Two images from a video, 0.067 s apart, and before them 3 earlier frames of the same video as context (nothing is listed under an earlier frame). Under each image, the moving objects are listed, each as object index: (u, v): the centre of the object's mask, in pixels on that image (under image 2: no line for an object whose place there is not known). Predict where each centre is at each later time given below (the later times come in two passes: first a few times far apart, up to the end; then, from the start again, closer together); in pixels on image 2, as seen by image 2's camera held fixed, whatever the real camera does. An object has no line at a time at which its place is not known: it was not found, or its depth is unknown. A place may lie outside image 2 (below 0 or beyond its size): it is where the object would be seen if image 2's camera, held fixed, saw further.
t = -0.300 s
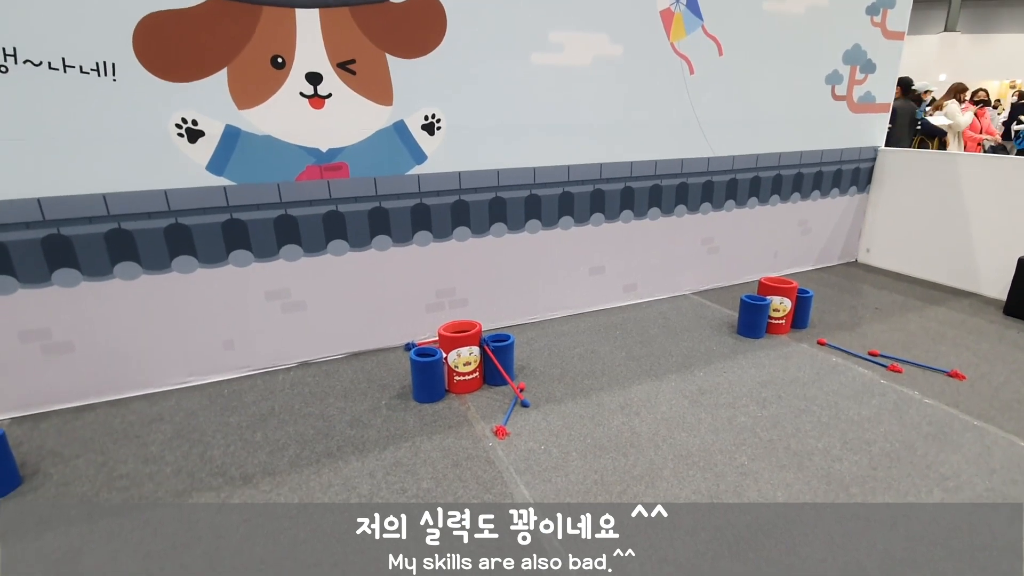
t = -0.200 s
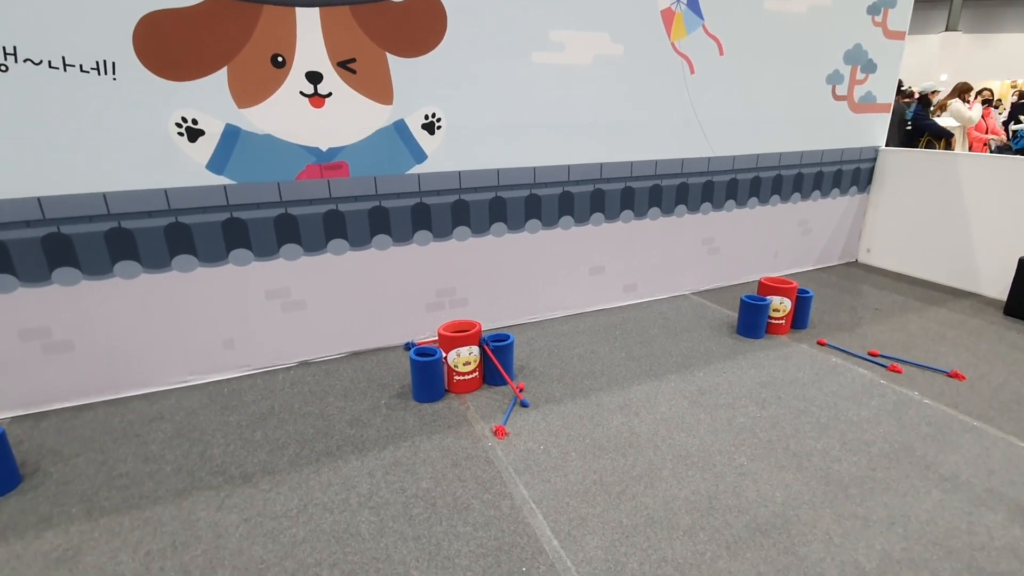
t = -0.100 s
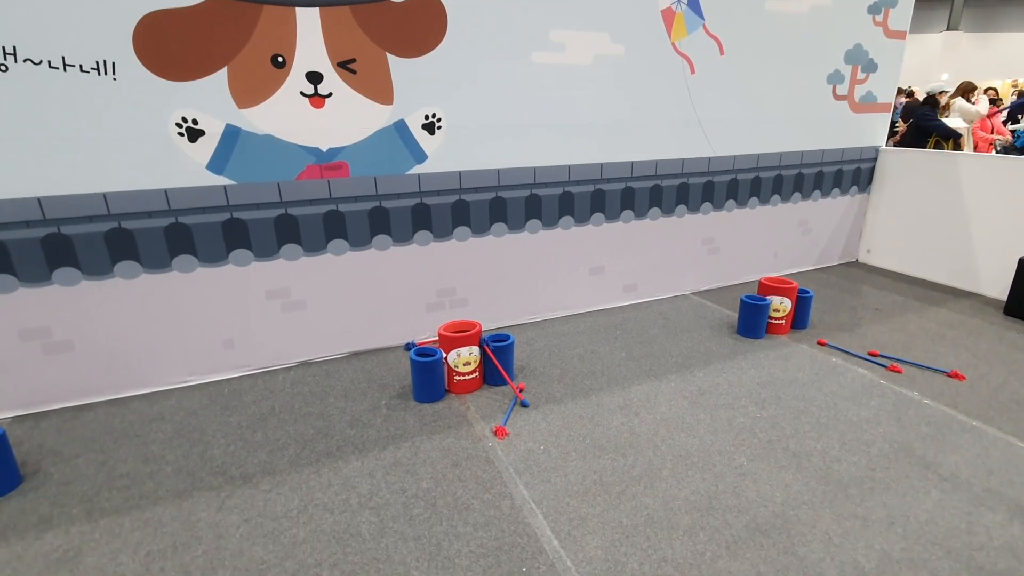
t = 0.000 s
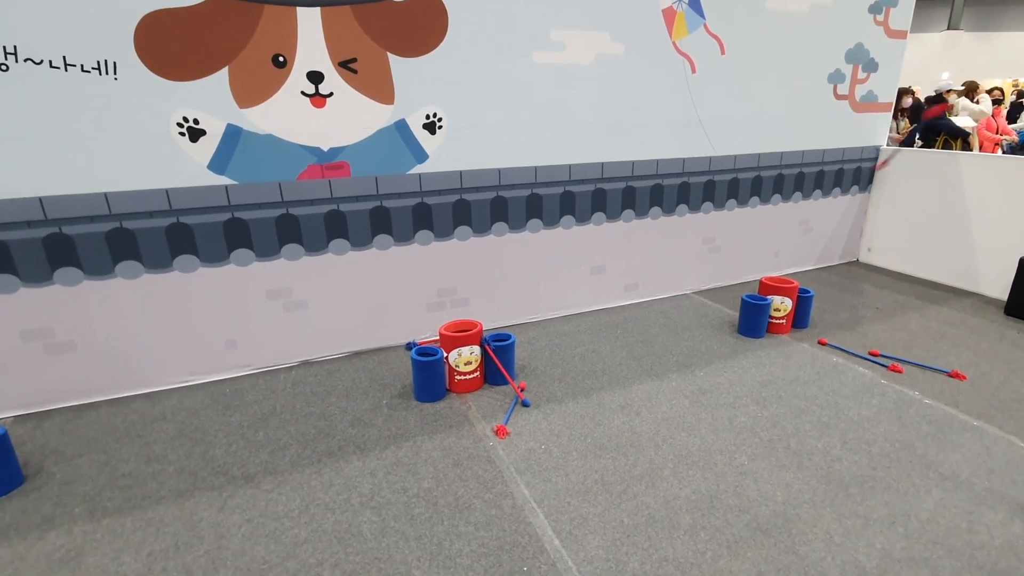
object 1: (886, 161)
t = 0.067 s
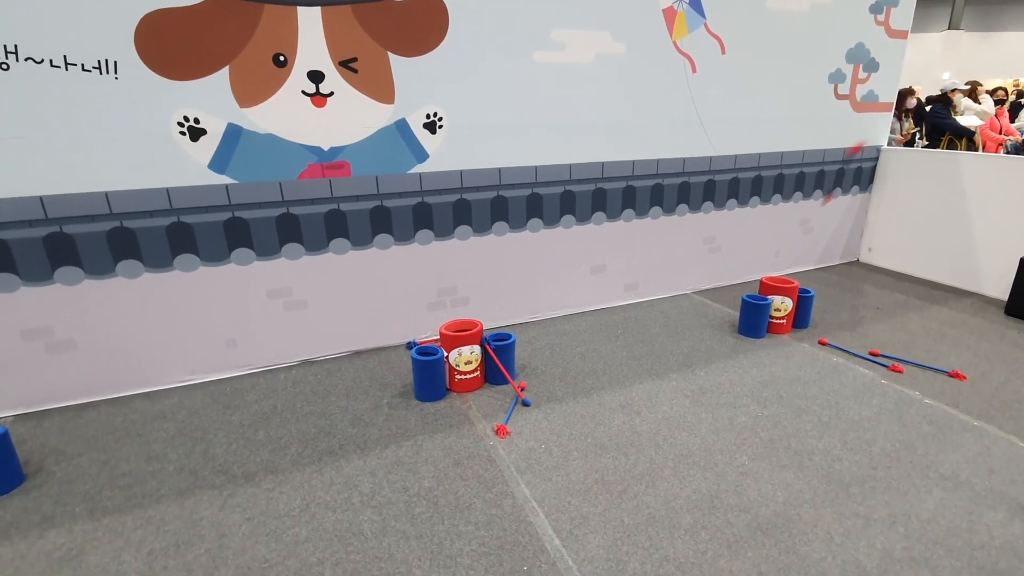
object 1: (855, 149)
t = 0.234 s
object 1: (732, 261)
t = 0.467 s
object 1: (690, 273)
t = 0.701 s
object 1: (694, 298)
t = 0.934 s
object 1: (693, 301)
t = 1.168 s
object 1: (693, 301)
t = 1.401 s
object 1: (693, 301)
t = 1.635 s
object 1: (693, 301)
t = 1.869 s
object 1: (693, 302)
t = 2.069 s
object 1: (693, 302)
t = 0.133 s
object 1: (790, 206)
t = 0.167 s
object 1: (768, 226)
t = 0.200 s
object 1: (749, 244)
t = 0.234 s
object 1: (732, 261)
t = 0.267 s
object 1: (718, 275)
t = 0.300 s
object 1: (705, 269)
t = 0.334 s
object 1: (697, 267)
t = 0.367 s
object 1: (690, 268)
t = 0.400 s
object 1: (686, 269)
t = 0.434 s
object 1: (689, 270)
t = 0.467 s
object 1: (690, 273)
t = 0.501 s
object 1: (691, 278)
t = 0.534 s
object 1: (691, 284)
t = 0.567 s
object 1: (693, 291)
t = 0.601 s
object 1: (694, 299)
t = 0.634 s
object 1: (694, 300)
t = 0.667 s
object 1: (694, 298)
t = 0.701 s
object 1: (694, 298)
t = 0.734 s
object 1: (693, 298)
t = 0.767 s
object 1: (693, 299)
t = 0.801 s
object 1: (693, 300)
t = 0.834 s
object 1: (693, 301)
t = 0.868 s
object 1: (693, 301)
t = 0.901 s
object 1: (693, 301)
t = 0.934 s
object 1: (693, 301)
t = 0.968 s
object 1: (693, 301)
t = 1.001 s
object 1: (693, 301)
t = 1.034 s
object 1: (693, 301)
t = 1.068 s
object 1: (693, 301)
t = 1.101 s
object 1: (693, 301)
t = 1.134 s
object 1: (693, 301)
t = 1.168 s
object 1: (693, 301)
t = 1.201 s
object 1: (693, 301)
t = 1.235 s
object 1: (693, 301)
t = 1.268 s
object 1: (693, 301)
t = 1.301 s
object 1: (693, 301)
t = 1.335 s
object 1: (693, 301)
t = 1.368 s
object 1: (693, 301)
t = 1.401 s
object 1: (693, 301)
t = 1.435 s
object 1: (693, 301)
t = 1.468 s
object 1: (693, 301)
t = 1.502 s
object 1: (693, 301)
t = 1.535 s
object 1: (693, 301)
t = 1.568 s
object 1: (693, 301)
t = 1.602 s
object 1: (693, 301)
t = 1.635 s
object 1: (693, 301)
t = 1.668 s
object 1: (693, 301)
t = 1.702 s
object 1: (693, 301)
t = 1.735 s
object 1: (693, 301)
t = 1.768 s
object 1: (693, 302)
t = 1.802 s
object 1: (693, 302)
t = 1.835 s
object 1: (693, 302)
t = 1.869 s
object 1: (693, 302)
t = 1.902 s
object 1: (693, 302)
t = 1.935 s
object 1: (693, 301)
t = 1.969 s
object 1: (692, 302)
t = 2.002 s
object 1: (693, 302)
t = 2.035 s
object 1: (692, 302)
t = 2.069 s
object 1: (693, 302)
